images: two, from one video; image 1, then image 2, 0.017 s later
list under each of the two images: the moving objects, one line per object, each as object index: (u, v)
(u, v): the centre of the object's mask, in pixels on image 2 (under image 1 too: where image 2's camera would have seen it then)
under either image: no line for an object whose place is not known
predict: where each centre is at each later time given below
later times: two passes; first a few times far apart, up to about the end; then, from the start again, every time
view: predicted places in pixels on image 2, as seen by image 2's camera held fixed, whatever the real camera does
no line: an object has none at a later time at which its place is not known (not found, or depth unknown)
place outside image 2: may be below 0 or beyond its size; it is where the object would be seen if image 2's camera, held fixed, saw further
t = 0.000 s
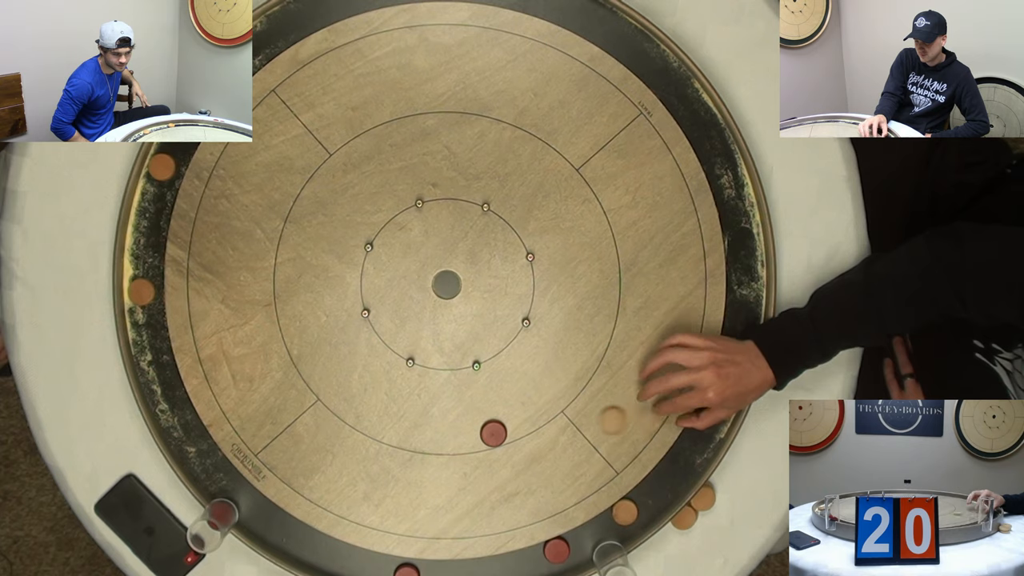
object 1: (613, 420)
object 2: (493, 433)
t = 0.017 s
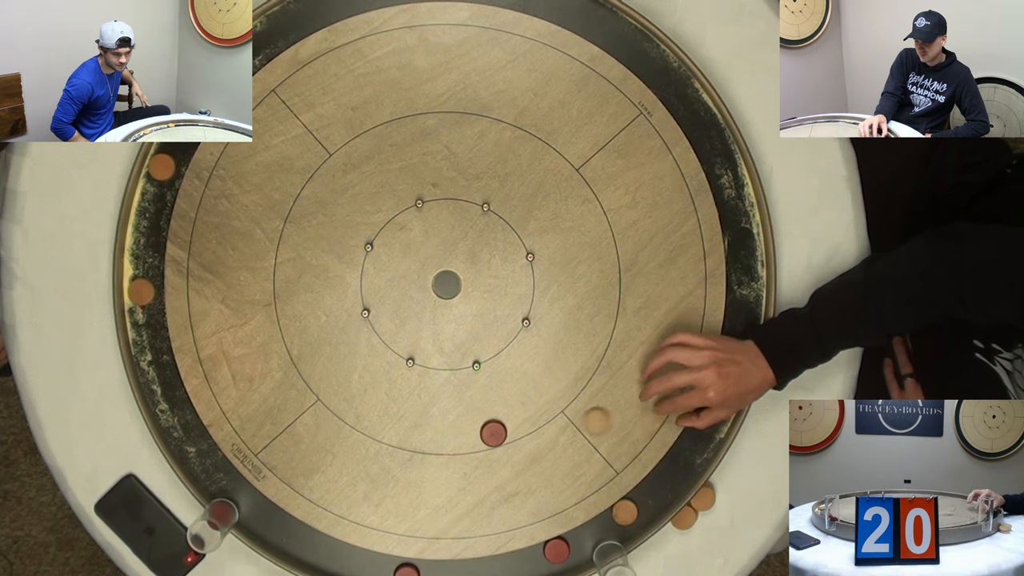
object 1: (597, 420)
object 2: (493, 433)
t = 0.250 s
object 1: (502, 408)
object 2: (385, 461)
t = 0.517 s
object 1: (493, 400)
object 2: (245, 492)
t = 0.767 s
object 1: (492, 400)
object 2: (218, 475)
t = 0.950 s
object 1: (492, 400)
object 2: (211, 474)
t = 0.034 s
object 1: (582, 421)
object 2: (493, 433)
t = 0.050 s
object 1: (566, 422)
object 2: (493, 433)
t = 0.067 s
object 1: (551, 424)
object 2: (493, 433)
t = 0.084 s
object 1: (535, 424)
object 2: (493, 433)
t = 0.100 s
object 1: (520, 425)
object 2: (493, 433)
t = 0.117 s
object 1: (517, 423)
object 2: (481, 436)
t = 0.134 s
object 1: (515, 420)
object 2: (468, 440)
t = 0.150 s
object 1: (513, 418)
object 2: (455, 443)
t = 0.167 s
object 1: (510, 416)
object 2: (443, 446)
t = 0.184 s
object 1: (508, 414)
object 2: (431, 449)
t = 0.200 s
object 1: (507, 412)
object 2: (419, 452)
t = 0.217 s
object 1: (505, 411)
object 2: (407, 455)
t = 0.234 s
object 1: (503, 409)
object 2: (396, 458)
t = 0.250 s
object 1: (502, 408)
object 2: (385, 461)
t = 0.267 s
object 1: (500, 406)
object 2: (374, 464)
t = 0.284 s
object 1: (499, 405)
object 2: (364, 466)
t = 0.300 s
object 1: (498, 404)
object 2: (353, 469)
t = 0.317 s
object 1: (497, 403)
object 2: (344, 471)
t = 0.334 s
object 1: (496, 402)
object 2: (334, 473)
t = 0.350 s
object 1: (495, 402)
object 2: (324, 475)
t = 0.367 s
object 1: (495, 401)
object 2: (315, 478)
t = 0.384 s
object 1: (494, 401)
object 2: (306, 480)
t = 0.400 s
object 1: (494, 400)
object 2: (297, 482)
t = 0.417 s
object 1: (494, 400)
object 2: (289, 483)
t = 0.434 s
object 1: (493, 399)
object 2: (281, 485)
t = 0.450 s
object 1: (493, 399)
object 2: (274, 487)
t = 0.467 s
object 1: (493, 399)
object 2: (267, 488)
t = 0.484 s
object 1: (493, 400)
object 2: (259, 490)
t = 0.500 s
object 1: (493, 400)
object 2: (252, 491)
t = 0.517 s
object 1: (493, 400)
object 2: (245, 492)
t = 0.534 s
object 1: (493, 400)
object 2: (241, 492)
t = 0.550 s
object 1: (493, 400)
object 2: (235, 492)
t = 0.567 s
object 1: (492, 400)
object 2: (231, 491)
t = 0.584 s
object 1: (492, 400)
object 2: (227, 491)
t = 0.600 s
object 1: (492, 400)
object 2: (224, 489)
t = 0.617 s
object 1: (492, 400)
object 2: (224, 487)
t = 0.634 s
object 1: (492, 400)
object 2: (224, 486)
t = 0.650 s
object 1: (492, 400)
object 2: (224, 483)
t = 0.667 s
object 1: (492, 400)
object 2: (225, 480)
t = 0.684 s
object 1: (492, 400)
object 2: (225, 477)
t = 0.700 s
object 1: (492, 400)
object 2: (224, 474)
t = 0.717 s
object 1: (492, 400)
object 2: (223, 474)
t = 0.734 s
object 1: (492, 400)
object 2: (222, 474)
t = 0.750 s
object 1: (492, 400)
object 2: (221, 474)
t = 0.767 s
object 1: (492, 400)
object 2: (218, 475)
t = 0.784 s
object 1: (492, 400)
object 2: (218, 475)
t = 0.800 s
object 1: (492, 400)
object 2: (216, 475)
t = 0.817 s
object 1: (492, 400)
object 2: (214, 475)
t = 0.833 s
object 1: (492, 400)
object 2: (214, 475)
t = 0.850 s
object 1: (492, 400)
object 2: (213, 474)
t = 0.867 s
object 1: (492, 400)
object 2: (212, 474)
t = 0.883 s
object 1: (492, 400)
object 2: (212, 474)
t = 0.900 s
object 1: (492, 400)
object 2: (212, 474)
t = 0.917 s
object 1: (492, 400)
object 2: (212, 474)
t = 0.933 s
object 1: (492, 400)
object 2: (211, 474)
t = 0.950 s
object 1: (492, 400)
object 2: (211, 474)
